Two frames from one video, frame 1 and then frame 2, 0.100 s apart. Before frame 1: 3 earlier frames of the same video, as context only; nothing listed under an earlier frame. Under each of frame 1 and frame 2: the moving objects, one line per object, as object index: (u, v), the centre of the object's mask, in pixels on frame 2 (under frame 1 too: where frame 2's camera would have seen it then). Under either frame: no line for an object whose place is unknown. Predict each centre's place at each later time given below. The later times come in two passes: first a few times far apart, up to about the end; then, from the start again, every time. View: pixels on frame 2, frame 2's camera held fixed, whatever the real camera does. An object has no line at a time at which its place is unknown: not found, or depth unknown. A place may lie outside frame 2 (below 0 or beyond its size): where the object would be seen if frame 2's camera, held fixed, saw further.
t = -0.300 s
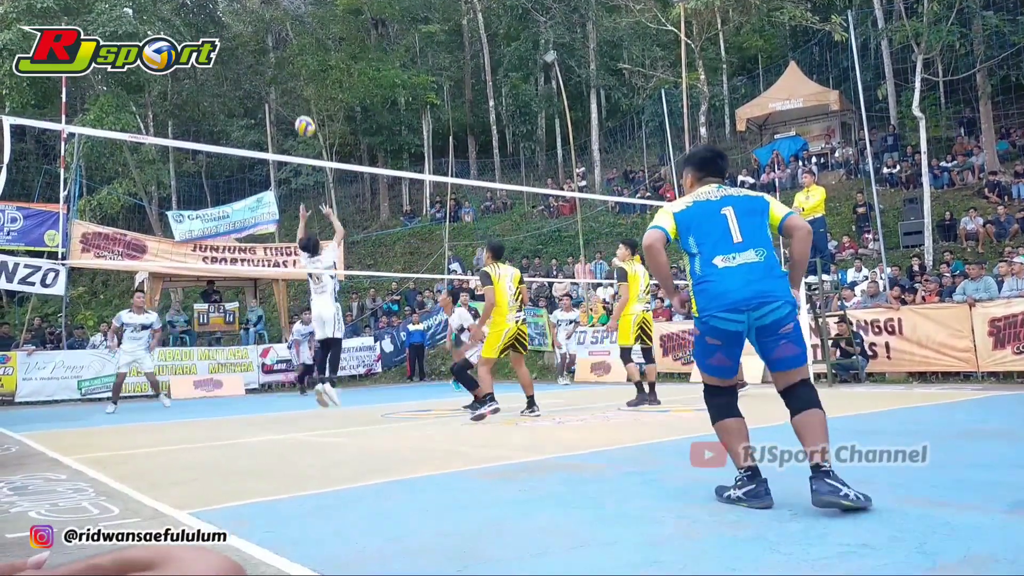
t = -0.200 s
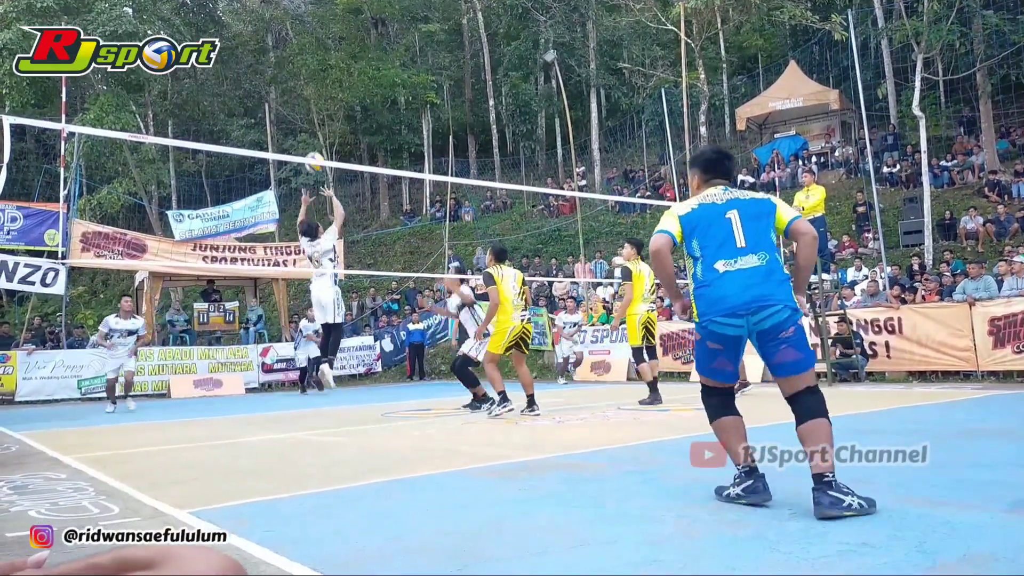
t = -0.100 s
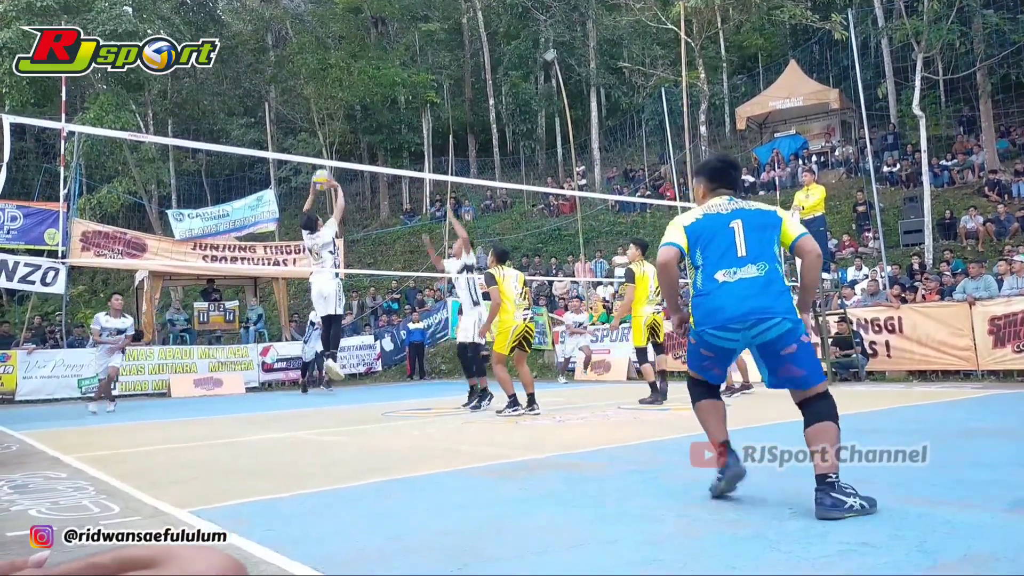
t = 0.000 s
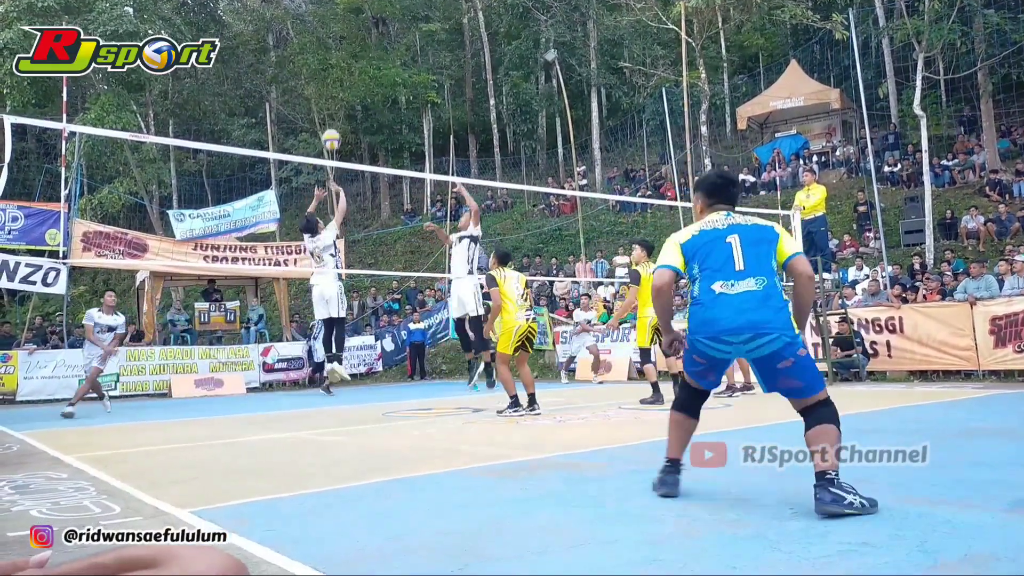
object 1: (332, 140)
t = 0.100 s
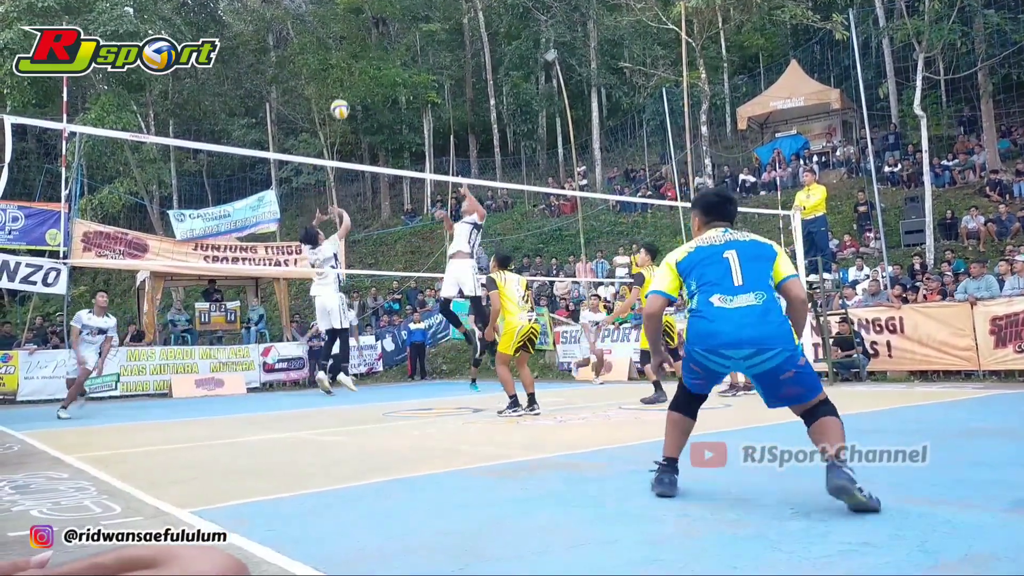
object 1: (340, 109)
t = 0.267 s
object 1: (352, 79)
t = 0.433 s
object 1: (363, 73)
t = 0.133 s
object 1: (343, 101)
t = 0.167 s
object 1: (345, 94)
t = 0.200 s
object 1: (347, 88)
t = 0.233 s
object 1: (350, 83)
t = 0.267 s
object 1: (352, 79)
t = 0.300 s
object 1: (354, 76)
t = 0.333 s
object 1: (356, 74)
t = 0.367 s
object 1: (359, 73)
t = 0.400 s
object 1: (361, 73)
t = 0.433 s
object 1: (363, 73)
